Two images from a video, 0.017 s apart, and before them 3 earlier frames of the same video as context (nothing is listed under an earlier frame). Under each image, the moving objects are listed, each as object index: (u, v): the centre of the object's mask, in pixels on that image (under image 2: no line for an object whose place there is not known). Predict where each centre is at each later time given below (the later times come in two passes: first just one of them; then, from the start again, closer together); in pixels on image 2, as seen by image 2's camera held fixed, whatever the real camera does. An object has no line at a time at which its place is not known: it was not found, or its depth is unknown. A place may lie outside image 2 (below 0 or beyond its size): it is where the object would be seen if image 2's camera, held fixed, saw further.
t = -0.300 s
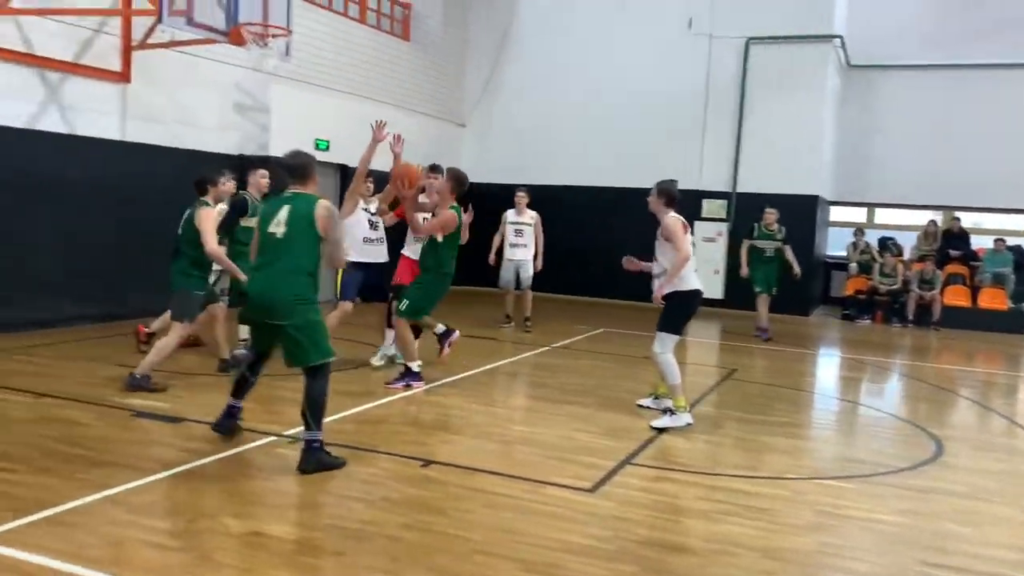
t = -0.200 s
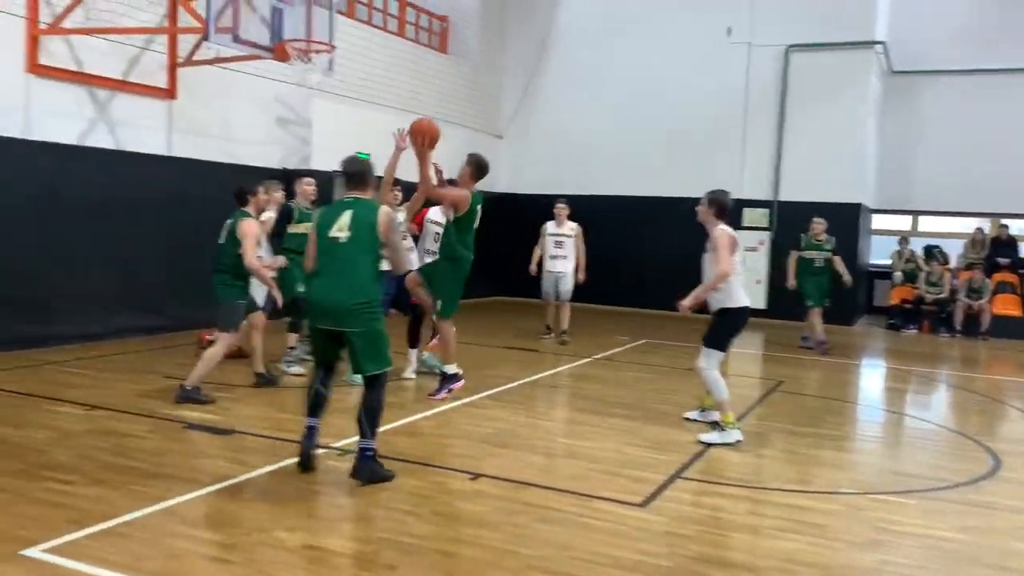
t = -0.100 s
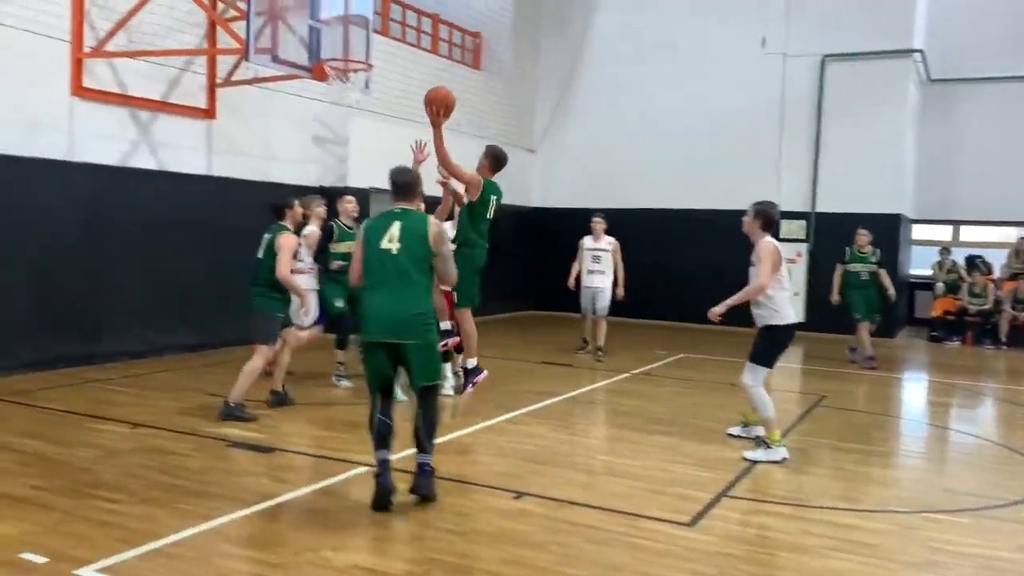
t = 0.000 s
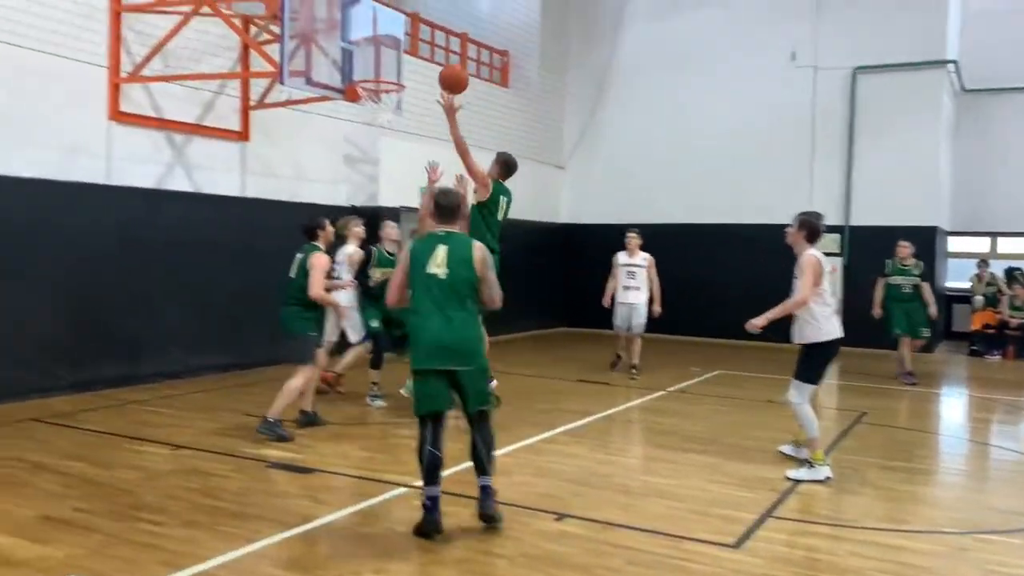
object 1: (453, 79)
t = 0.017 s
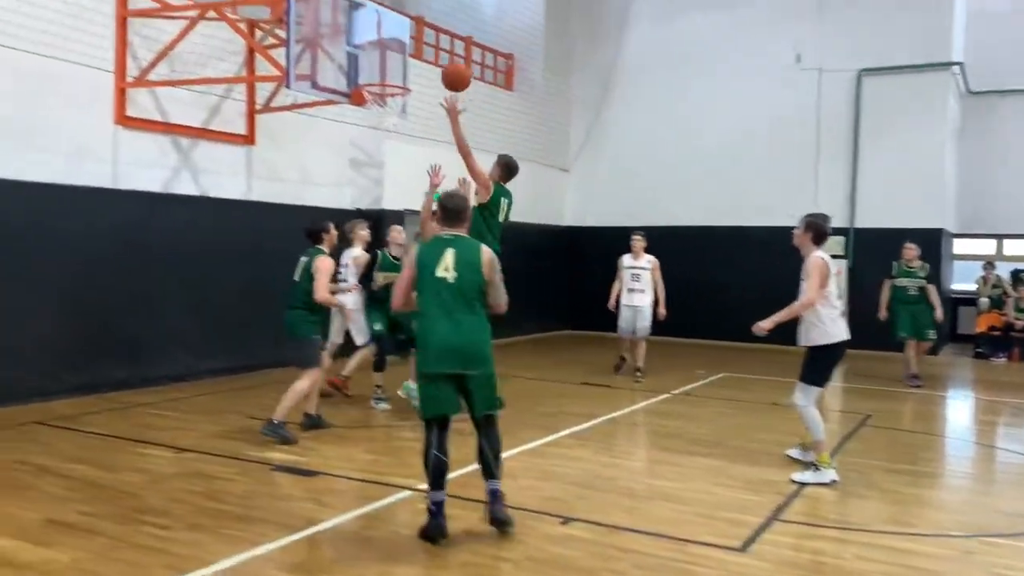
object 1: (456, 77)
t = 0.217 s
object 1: (429, 38)
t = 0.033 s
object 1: (453, 71)
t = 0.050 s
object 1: (450, 66)
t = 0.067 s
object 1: (448, 62)
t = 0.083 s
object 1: (446, 58)
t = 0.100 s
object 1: (444, 55)
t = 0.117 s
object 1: (443, 52)
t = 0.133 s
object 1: (440, 48)
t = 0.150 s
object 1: (439, 45)
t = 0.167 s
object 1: (437, 43)
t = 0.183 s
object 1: (435, 41)
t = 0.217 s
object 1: (429, 38)
